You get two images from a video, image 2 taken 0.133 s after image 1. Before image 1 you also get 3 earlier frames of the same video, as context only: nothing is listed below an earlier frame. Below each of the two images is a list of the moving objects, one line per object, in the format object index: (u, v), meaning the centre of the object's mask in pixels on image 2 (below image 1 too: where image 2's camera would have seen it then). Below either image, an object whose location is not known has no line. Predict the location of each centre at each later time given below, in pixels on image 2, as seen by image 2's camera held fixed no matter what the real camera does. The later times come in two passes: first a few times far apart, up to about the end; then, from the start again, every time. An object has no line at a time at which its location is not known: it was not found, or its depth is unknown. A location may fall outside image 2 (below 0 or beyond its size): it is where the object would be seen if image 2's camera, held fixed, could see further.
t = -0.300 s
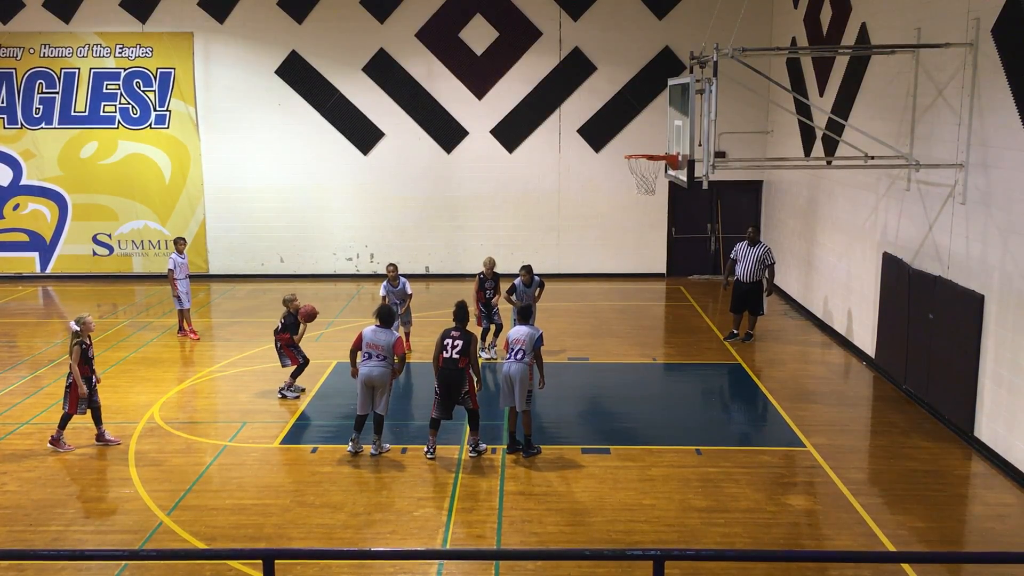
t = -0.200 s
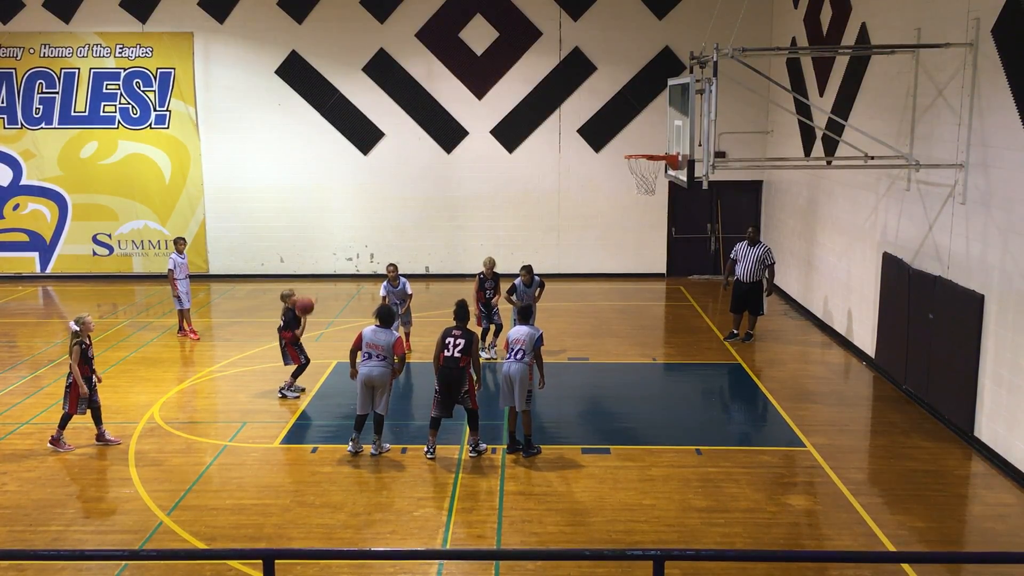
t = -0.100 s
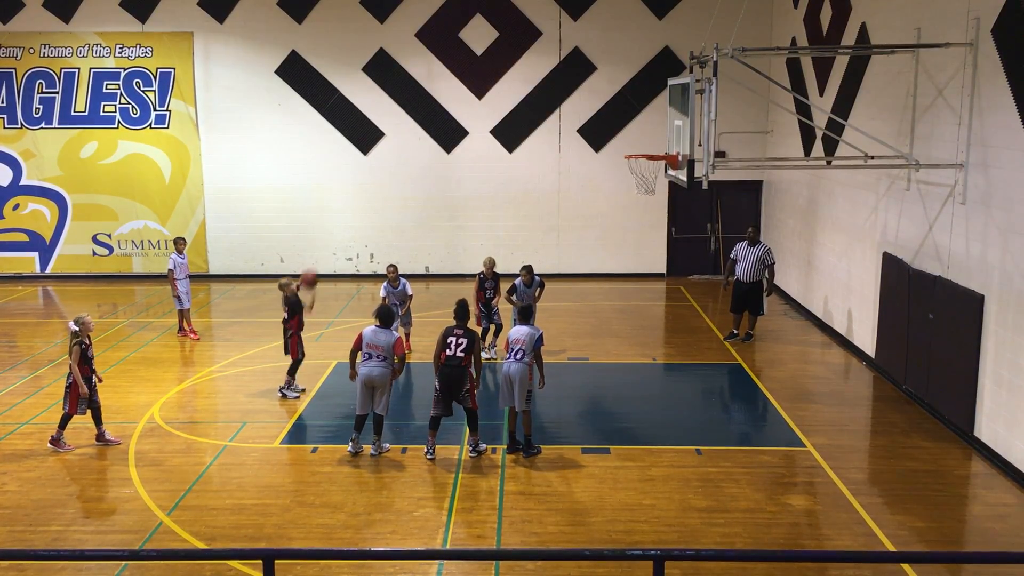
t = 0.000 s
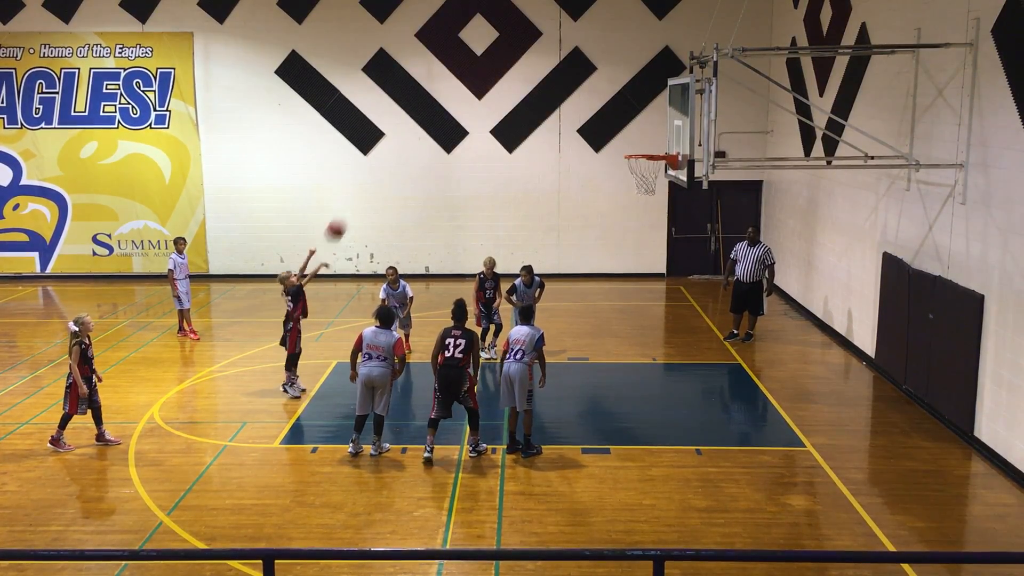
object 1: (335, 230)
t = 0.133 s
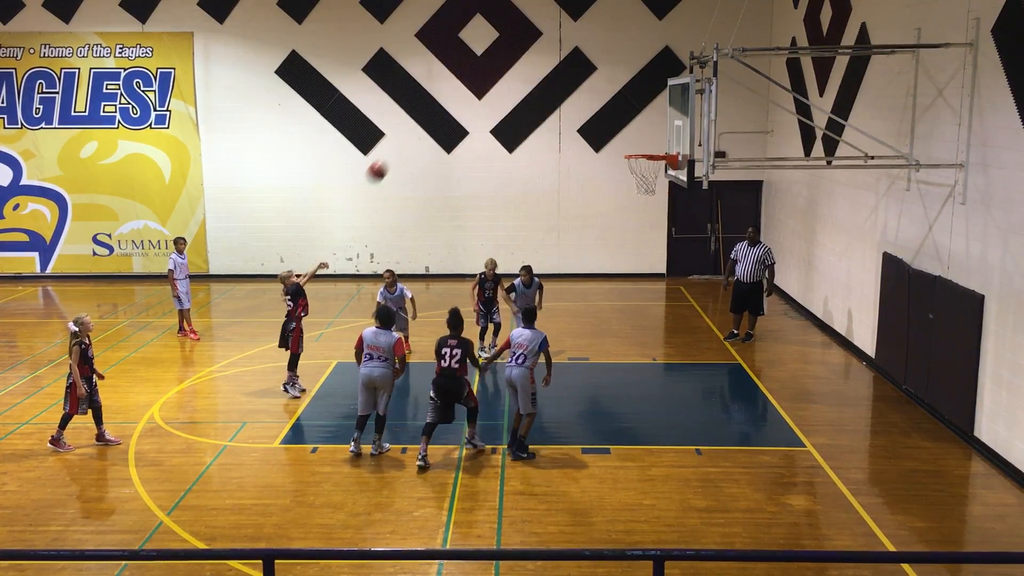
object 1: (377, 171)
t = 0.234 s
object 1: (408, 136)
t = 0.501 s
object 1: (492, 79)
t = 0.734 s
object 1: (566, 78)
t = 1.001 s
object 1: (650, 133)
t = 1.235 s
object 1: (651, 113)
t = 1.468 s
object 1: (620, 114)
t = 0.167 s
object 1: (387, 158)
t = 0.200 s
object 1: (397, 146)
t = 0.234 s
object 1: (408, 136)
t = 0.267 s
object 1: (420, 123)
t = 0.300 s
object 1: (429, 116)
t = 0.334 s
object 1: (438, 108)
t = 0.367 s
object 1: (451, 100)
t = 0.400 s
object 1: (461, 93)
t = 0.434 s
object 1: (471, 87)
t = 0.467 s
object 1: (481, 82)
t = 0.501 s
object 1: (492, 79)
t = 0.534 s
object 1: (503, 76)
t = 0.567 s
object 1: (514, 74)
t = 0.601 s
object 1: (525, 74)
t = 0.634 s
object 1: (535, 73)
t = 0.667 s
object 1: (545, 74)
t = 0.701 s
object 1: (557, 76)
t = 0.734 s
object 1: (566, 78)
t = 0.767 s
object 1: (576, 81)
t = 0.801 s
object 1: (587, 86)
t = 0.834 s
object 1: (598, 92)
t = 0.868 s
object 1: (609, 98)
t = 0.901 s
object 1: (619, 106)
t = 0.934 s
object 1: (628, 112)
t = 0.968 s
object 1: (639, 122)
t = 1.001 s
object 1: (650, 133)
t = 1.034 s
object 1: (659, 143)
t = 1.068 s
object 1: (667, 142)
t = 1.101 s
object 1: (667, 133)
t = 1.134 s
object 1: (663, 127)
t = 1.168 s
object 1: (659, 121)
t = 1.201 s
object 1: (655, 117)
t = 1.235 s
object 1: (651, 113)
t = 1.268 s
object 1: (646, 111)
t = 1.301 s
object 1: (642, 109)
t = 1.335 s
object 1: (638, 108)
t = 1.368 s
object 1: (633, 108)
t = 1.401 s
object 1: (629, 109)
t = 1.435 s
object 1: (625, 111)
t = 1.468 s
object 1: (620, 114)
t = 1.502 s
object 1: (616, 118)
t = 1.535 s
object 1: (611, 122)
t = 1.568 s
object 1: (606, 128)
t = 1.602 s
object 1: (602, 133)
